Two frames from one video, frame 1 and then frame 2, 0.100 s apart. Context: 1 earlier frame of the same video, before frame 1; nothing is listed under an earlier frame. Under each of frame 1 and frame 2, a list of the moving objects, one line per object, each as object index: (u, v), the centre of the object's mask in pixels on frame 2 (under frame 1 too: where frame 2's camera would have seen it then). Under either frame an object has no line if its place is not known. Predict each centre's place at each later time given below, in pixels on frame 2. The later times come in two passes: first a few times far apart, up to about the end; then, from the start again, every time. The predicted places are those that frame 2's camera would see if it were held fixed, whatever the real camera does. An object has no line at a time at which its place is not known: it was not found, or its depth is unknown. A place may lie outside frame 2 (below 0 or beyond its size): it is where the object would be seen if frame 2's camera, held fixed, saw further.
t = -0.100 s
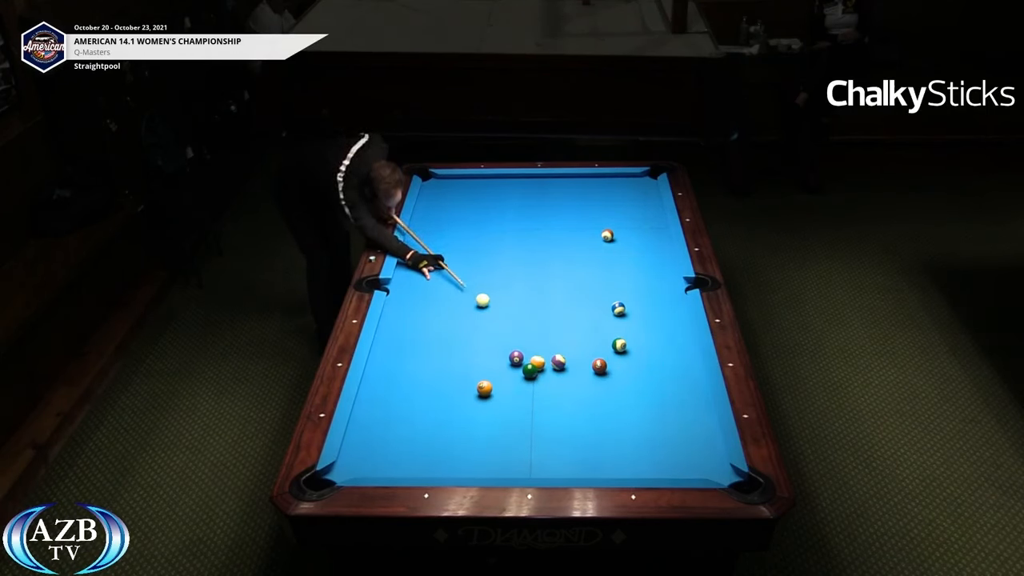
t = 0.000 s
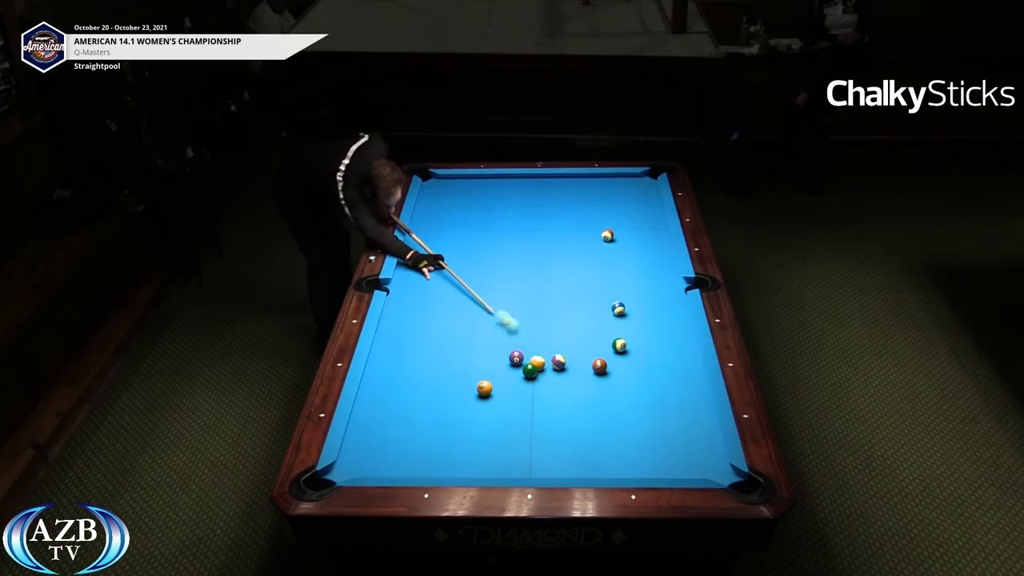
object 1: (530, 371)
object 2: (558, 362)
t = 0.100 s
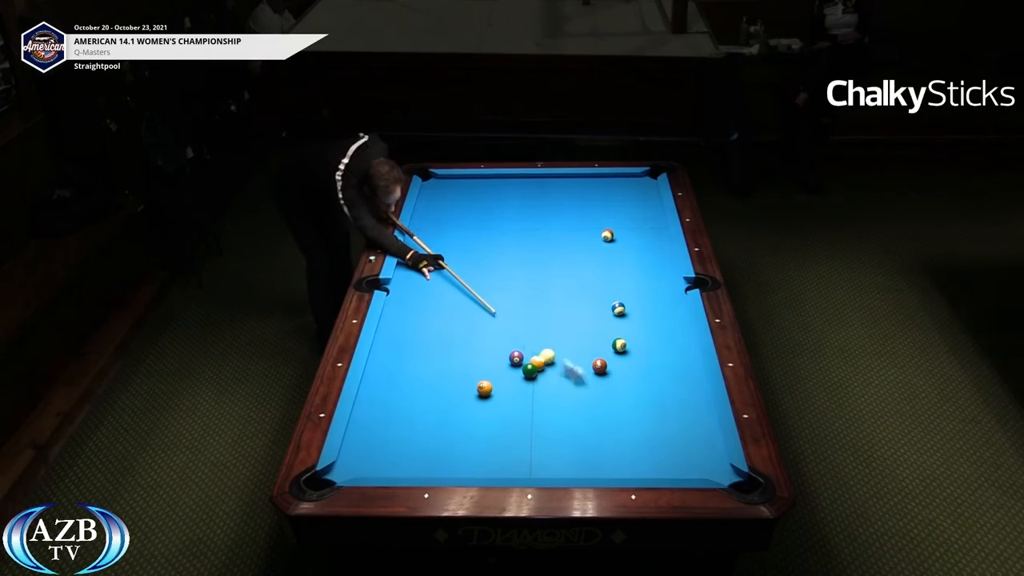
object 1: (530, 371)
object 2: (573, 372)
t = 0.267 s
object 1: (525, 375)
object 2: (688, 451)
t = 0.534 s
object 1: (517, 382)
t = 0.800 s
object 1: (510, 389)
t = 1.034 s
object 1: (505, 394)
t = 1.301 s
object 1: (499, 399)
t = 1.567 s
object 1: (494, 403)
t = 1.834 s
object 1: (490, 407)
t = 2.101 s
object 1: (487, 410)
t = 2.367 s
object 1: (485, 412)
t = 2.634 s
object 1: (483, 414)
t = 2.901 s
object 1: (483, 414)
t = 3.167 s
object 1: (483, 414)
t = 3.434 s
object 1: (483, 414)
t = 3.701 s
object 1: (483, 414)
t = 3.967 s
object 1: (483, 414)
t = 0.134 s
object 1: (529, 372)
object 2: (595, 388)
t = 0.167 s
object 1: (528, 372)
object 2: (616, 401)
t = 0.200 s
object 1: (527, 373)
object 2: (639, 418)
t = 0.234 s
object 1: (526, 374)
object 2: (664, 436)
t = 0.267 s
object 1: (525, 375)
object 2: (688, 451)
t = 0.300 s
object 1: (524, 376)
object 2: (713, 469)
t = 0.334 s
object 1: (523, 376)
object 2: (737, 482)
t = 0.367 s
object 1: (522, 377)
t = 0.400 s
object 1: (521, 378)
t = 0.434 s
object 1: (520, 380)
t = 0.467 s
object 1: (519, 380)
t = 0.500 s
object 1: (518, 381)
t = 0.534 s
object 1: (517, 382)
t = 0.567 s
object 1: (516, 383)
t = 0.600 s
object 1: (515, 384)
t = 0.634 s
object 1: (514, 385)
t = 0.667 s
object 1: (513, 386)
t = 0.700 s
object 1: (513, 386)
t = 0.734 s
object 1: (512, 387)
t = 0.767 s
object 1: (511, 388)
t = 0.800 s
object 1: (510, 389)
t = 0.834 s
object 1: (509, 390)
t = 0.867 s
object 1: (509, 390)
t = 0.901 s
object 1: (508, 391)
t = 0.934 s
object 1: (507, 392)
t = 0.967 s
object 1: (506, 392)
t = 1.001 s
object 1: (506, 393)
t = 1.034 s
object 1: (505, 394)
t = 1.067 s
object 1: (504, 395)
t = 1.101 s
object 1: (504, 395)
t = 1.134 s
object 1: (503, 396)
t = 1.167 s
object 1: (502, 397)
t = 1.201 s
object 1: (501, 397)
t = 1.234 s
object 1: (501, 398)
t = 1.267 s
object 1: (500, 398)
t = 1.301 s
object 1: (499, 399)
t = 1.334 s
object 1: (499, 400)
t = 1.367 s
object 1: (498, 400)
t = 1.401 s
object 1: (497, 401)
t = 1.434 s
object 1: (497, 401)
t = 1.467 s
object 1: (496, 402)
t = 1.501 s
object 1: (495, 402)
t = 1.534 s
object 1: (495, 402)
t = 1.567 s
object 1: (494, 403)
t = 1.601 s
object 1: (494, 404)
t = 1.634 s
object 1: (493, 404)
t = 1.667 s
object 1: (493, 405)
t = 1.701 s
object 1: (492, 405)
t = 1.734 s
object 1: (492, 406)
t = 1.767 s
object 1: (491, 406)
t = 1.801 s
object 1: (491, 407)
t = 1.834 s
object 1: (490, 407)
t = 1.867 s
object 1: (490, 408)
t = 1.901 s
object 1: (490, 408)
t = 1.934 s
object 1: (489, 408)
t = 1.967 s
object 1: (489, 409)
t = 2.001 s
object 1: (488, 409)
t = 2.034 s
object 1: (488, 409)
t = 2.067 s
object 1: (488, 410)
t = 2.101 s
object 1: (487, 410)
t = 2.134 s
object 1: (487, 410)
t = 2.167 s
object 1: (487, 411)
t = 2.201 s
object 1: (486, 411)
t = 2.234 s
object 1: (486, 411)
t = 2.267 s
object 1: (486, 412)
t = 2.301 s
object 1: (485, 412)
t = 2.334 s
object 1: (485, 412)
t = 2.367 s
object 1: (485, 412)
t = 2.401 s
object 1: (484, 412)
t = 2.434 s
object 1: (484, 412)
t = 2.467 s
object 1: (484, 412)
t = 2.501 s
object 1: (484, 413)
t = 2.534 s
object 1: (484, 413)
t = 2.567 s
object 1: (483, 413)
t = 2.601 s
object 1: (483, 413)
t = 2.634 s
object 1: (483, 414)
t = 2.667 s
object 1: (483, 413)
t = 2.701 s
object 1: (483, 414)
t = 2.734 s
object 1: (483, 414)
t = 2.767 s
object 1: (483, 414)
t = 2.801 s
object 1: (483, 414)
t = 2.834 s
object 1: (483, 414)
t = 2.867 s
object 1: (483, 414)
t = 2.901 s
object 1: (483, 414)
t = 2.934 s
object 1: (483, 414)
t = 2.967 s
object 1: (483, 414)
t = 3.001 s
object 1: (483, 414)
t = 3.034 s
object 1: (483, 414)
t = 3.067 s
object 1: (483, 414)
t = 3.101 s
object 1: (483, 414)
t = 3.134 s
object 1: (483, 414)
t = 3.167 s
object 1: (483, 414)
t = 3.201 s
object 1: (483, 414)
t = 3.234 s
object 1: (483, 414)
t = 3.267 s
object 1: (483, 414)
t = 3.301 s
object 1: (483, 414)
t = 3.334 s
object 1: (483, 414)
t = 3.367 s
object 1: (483, 414)
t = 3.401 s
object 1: (483, 414)
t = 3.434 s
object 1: (483, 414)
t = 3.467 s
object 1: (483, 414)
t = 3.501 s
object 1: (483, 414)
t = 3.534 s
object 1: (483, 414)
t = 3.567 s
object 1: (483, 414)
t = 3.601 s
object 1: (483, 414)
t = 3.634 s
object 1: (483, 414)
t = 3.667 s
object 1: (483, 414)
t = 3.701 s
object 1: (483, 414)
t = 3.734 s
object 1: (483, 414)
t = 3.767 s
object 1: (483, 414)
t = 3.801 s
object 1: (483, 414)
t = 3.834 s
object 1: (483, 414)
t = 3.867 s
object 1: (483, 414)
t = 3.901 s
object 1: (483, 414)
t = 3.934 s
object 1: (483, 414)
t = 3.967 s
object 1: (483, 414)
